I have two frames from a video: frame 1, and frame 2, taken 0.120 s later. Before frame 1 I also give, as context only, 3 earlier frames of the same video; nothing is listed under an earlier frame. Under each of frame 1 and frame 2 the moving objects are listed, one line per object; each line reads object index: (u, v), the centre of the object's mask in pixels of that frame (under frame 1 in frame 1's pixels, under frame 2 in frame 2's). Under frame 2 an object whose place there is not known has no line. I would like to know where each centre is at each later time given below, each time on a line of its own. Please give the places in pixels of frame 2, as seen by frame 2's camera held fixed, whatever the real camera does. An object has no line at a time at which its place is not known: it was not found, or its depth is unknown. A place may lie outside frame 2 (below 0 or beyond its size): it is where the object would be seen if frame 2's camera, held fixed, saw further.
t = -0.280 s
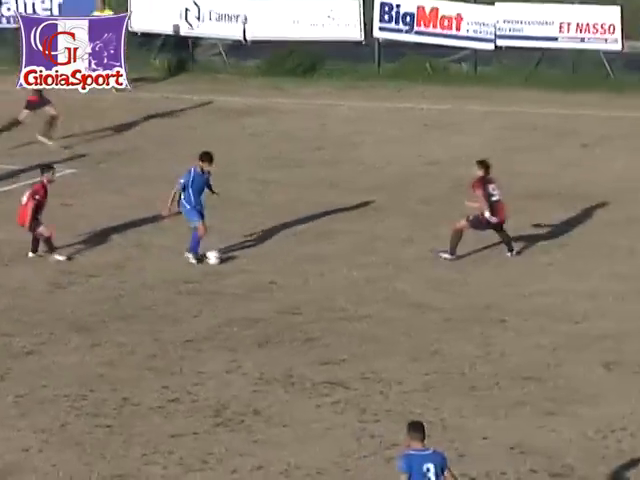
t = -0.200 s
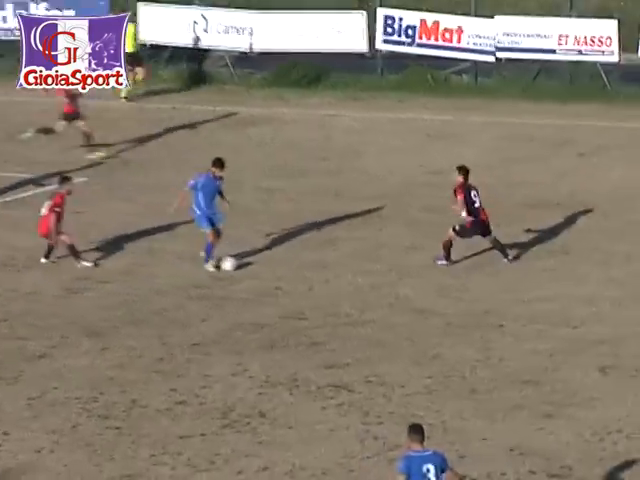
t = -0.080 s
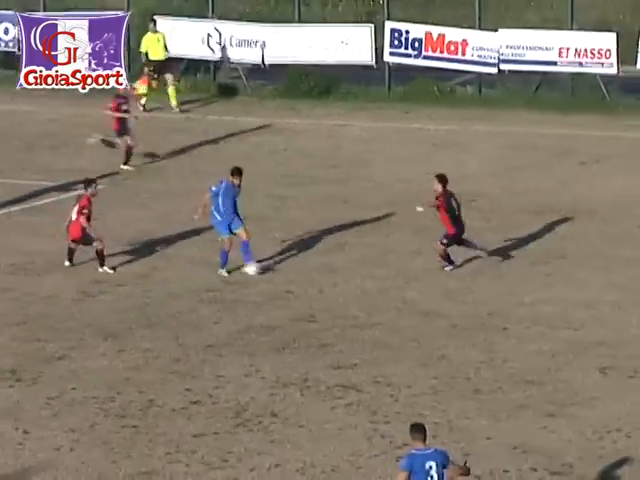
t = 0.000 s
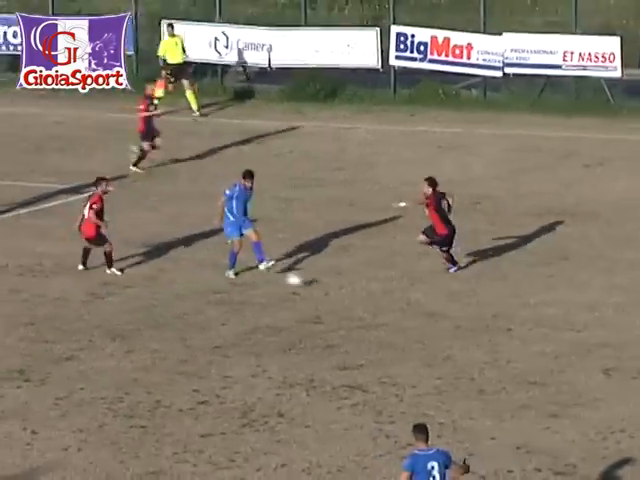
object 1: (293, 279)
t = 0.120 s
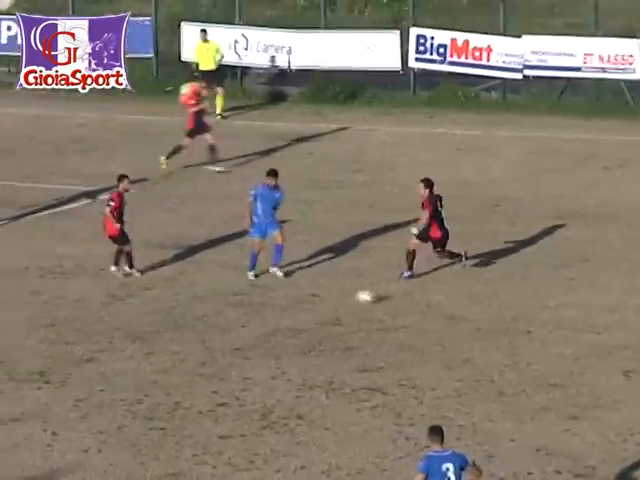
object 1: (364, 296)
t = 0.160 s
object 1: (380, 301)
